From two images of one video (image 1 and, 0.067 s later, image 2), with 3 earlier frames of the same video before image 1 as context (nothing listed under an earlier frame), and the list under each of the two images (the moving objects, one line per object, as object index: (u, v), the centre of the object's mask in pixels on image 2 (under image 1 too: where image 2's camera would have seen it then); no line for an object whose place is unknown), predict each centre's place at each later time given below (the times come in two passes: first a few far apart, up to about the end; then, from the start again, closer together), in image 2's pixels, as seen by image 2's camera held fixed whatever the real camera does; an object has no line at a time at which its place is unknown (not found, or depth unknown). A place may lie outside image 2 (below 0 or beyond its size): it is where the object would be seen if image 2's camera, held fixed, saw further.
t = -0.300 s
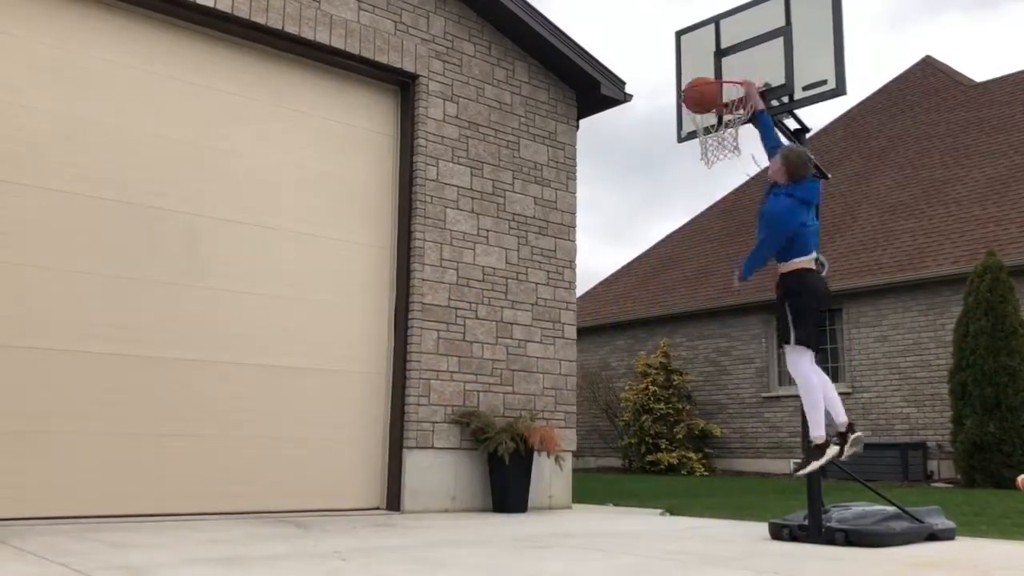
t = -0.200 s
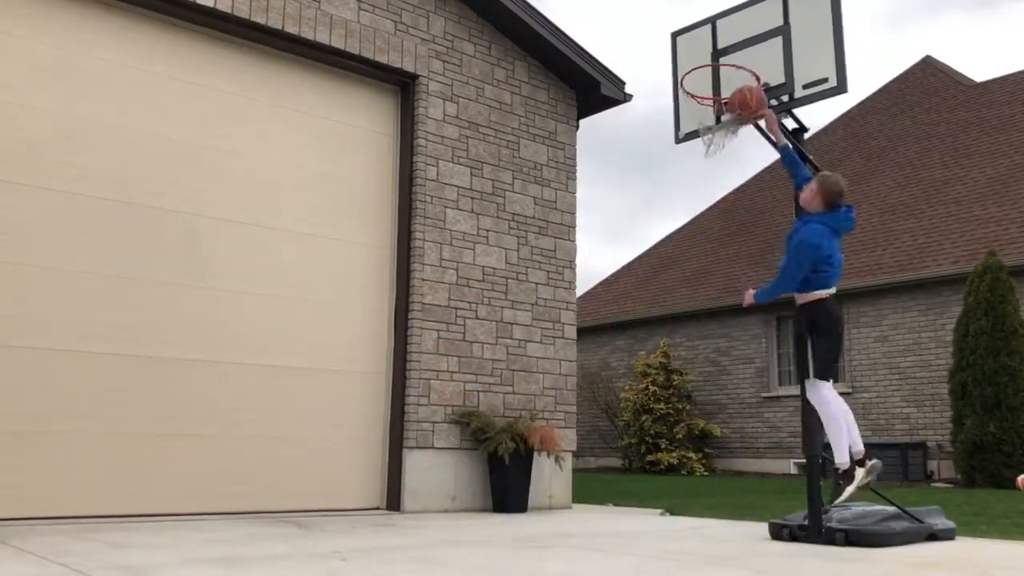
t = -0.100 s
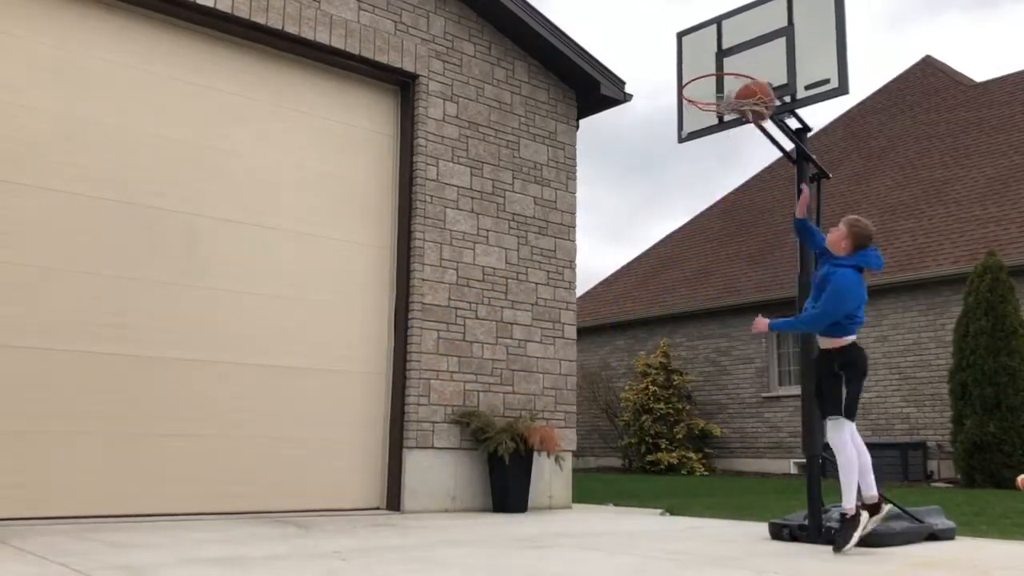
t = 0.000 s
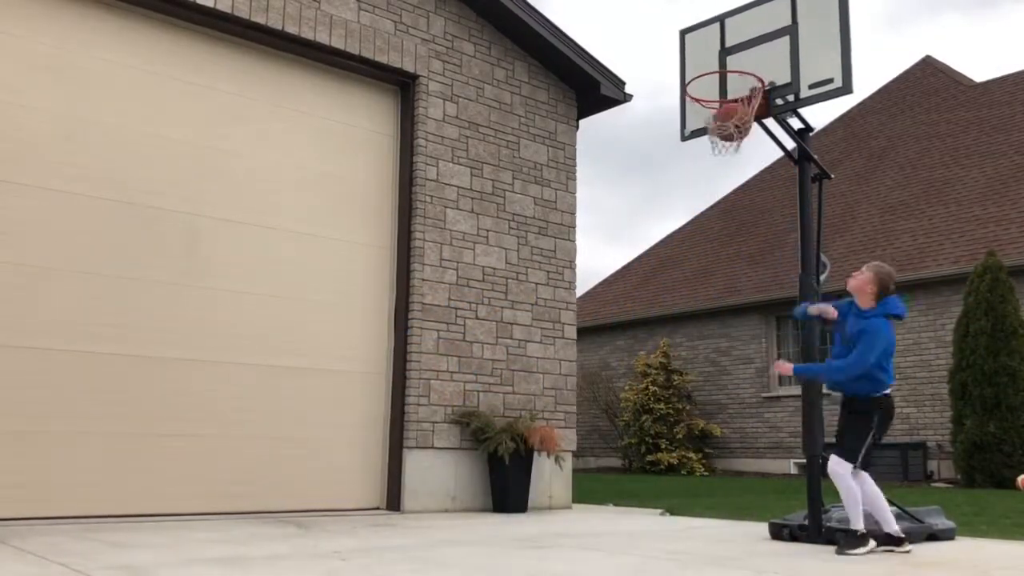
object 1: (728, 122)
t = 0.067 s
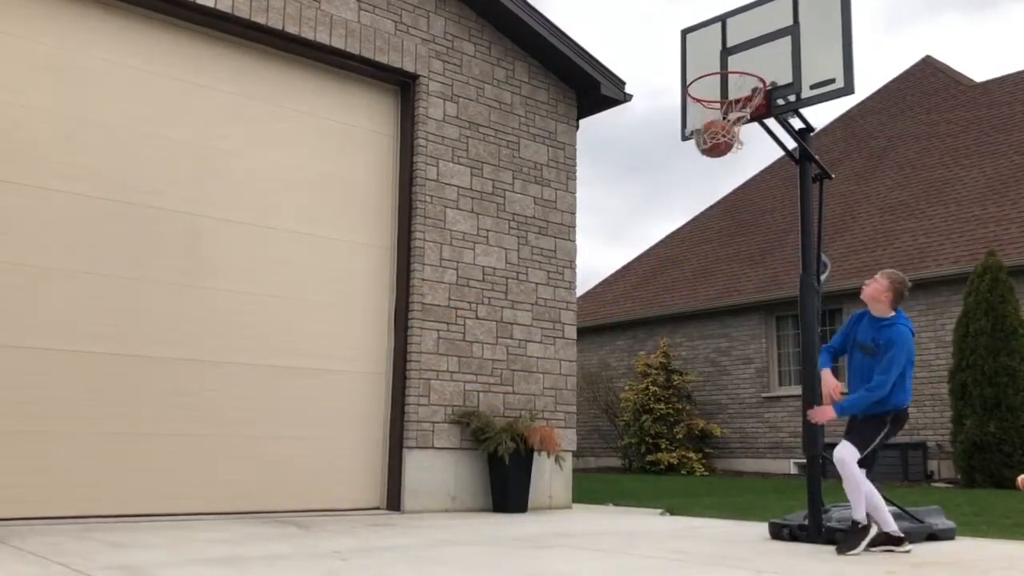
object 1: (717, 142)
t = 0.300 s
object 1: (686, 212)
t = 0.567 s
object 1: (658, 379)
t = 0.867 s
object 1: (638, 424)
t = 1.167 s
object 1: (629, 321)
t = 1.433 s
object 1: (622, 328)
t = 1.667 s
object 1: (618, 409)
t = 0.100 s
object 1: (711, 151)
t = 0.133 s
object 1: (706, 154)
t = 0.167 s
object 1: (701, 162)
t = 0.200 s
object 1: (697, 172)
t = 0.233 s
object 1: (693, 184)
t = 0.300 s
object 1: (686, 212)
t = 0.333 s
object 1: (681, 226)
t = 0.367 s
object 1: (680, 242)
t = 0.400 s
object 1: (675, 262)
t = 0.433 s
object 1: (671, 283)
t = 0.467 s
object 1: (668, 305)
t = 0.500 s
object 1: (664, 328)
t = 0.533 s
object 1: (661, 354)
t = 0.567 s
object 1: (658, 379)
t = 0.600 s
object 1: (655, 406)
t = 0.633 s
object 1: (652, 436)
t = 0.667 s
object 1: (649, 466)
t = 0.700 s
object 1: (646, 498)
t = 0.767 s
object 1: (642, 490)
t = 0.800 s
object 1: (641, 467)
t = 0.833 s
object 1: (639, 445)
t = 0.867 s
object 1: (638, 424)
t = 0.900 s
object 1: (637, 406)
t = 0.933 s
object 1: (636, 390)
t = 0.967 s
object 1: (635, 375)
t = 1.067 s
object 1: (631, 340)
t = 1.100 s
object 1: (631, 331)
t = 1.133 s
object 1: (629, 325)
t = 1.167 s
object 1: (629, 321)
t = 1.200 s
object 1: (628, 316)
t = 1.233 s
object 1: (628, 314)
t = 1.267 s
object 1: (628, 314)
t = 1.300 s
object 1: (626, 313)
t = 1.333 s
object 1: (625, 315)
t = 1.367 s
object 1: (624, 318)
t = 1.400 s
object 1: (623, 322)
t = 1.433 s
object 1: (622, 328)
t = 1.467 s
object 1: (621, 335)
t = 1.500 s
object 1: (621, 344)
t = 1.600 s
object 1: (619, 379)
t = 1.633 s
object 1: (618, 393)
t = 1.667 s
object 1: (618, 409)
